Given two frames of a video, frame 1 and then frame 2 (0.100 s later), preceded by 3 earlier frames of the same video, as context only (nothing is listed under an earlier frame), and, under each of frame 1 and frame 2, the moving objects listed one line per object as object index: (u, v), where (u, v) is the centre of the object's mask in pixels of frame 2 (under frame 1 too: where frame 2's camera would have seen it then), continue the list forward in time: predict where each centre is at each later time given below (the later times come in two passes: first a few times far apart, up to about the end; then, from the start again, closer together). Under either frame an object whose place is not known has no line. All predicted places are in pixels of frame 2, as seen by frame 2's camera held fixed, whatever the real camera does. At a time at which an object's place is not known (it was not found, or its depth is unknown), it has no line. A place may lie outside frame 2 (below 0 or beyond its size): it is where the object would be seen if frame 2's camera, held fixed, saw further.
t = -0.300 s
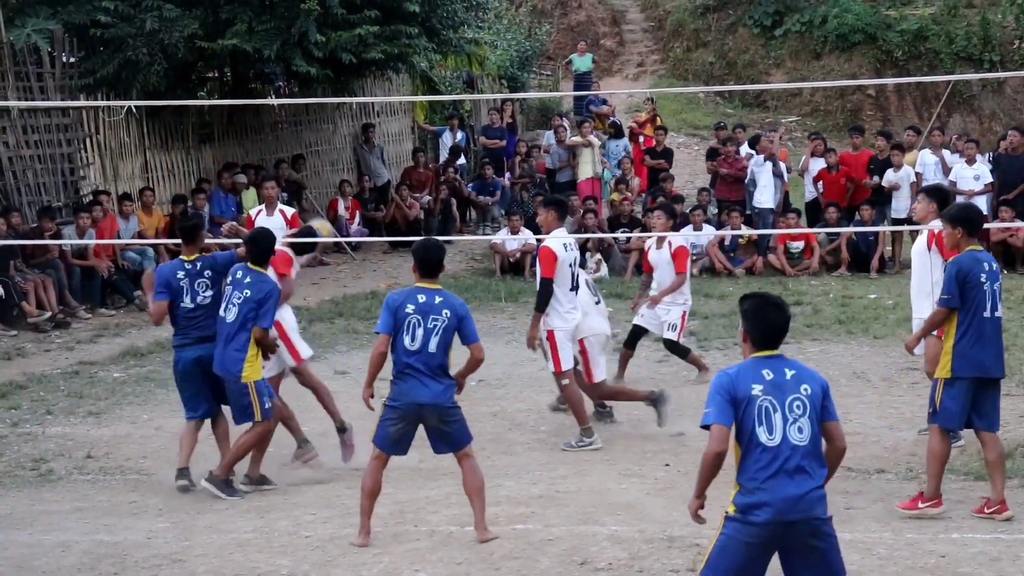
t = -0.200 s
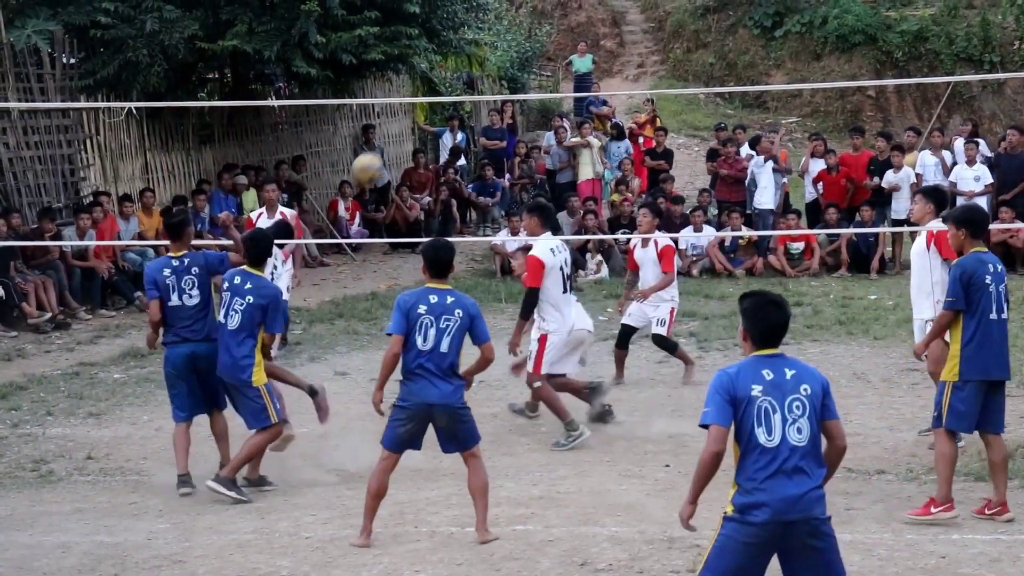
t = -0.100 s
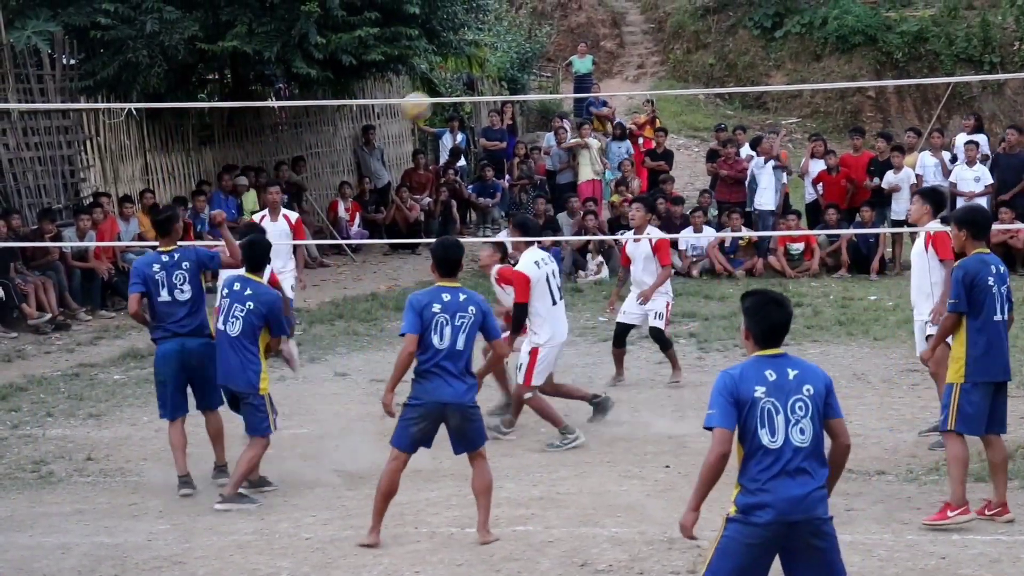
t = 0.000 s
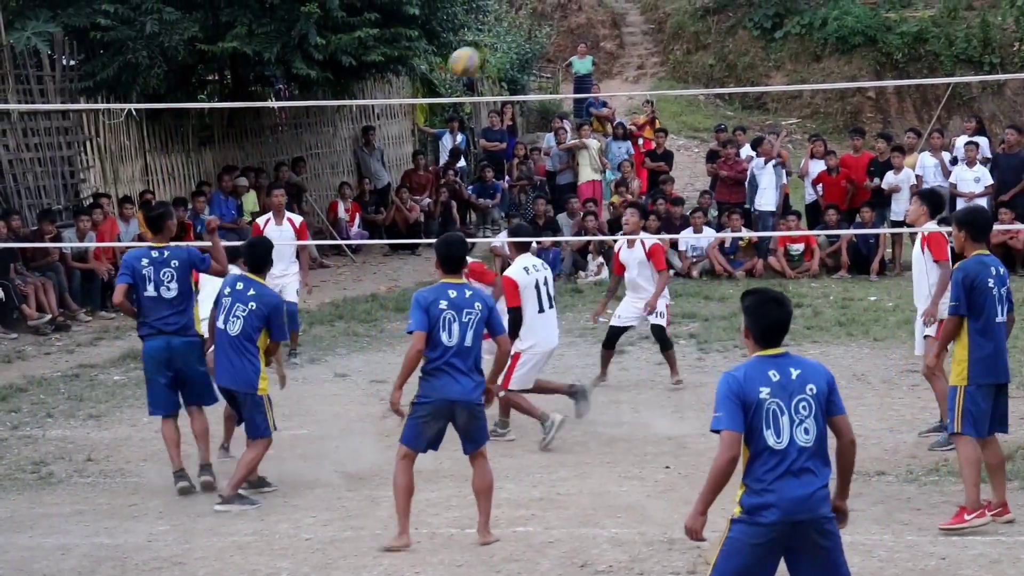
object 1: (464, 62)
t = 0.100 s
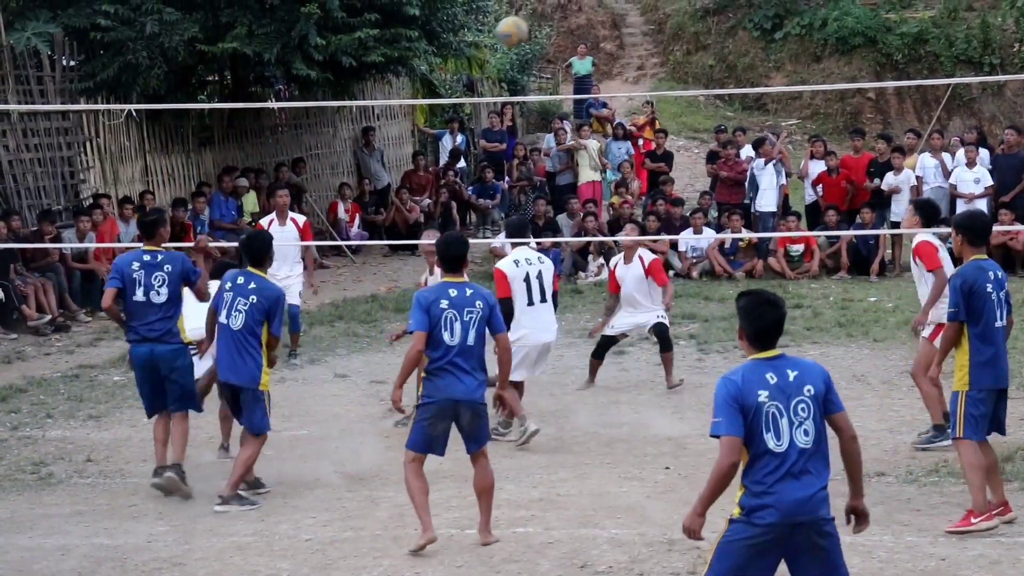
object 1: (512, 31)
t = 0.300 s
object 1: (607, 11)
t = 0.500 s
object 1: (696, 46)
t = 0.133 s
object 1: (527, 22)
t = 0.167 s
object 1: (544, 18)
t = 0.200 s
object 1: (558, 12)
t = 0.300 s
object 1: (607, 11)
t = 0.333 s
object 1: (620, 10)
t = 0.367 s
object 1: (635, 16)
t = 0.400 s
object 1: (651, 21)
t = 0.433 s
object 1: (667, 29)
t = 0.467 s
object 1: (680, 36)
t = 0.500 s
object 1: (696, 46)
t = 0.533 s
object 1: (710, 57)
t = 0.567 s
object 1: (724, 69)
